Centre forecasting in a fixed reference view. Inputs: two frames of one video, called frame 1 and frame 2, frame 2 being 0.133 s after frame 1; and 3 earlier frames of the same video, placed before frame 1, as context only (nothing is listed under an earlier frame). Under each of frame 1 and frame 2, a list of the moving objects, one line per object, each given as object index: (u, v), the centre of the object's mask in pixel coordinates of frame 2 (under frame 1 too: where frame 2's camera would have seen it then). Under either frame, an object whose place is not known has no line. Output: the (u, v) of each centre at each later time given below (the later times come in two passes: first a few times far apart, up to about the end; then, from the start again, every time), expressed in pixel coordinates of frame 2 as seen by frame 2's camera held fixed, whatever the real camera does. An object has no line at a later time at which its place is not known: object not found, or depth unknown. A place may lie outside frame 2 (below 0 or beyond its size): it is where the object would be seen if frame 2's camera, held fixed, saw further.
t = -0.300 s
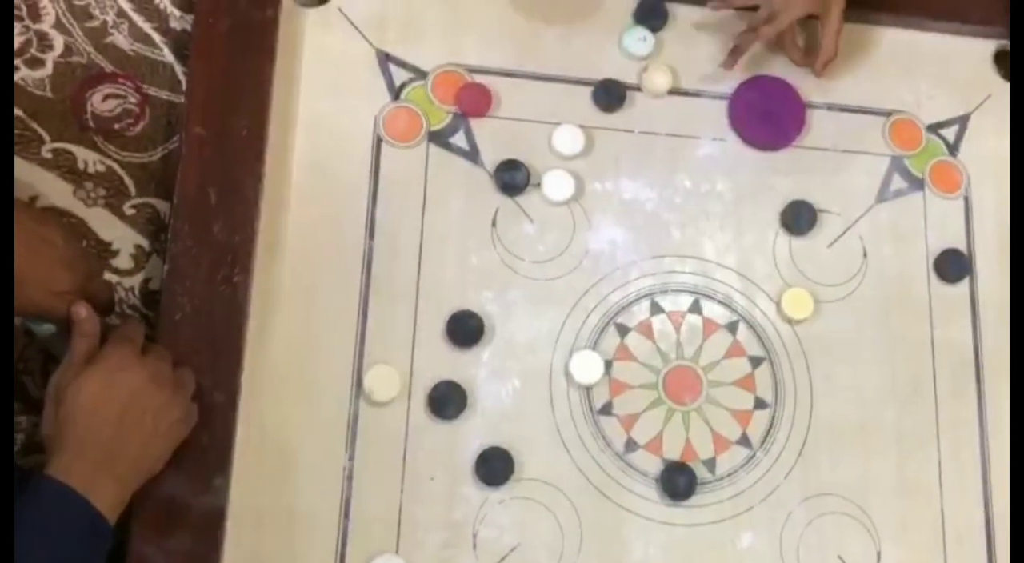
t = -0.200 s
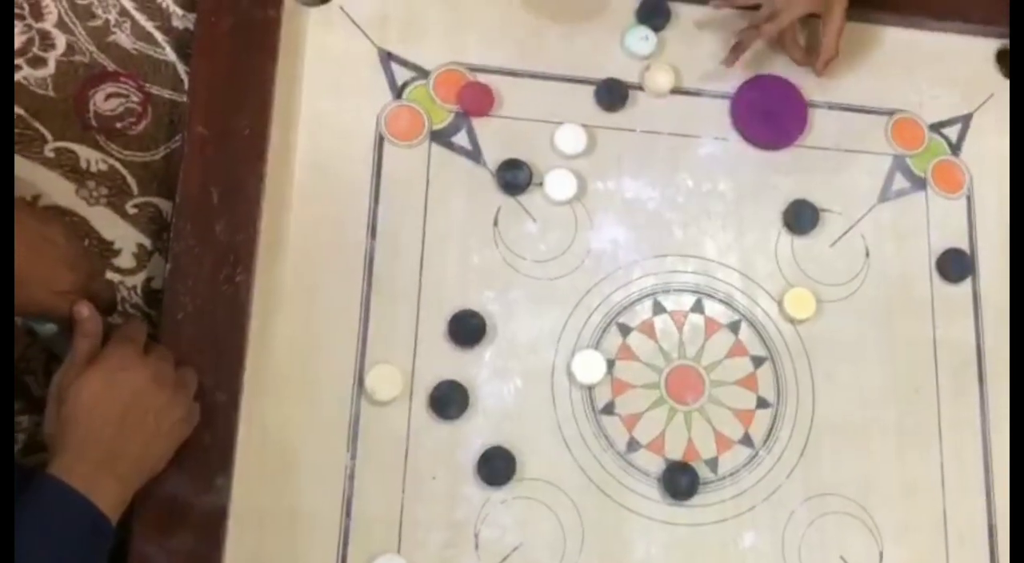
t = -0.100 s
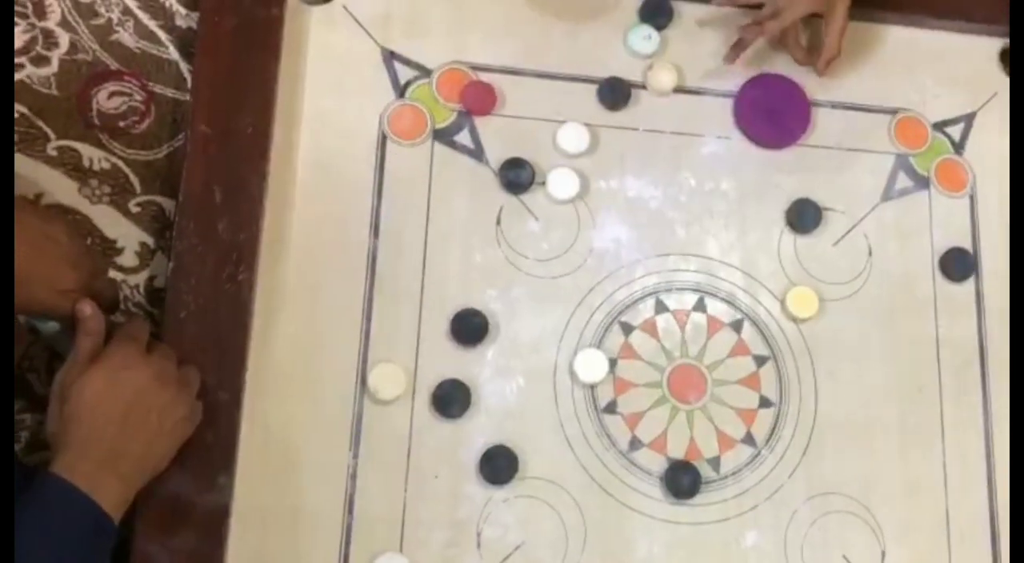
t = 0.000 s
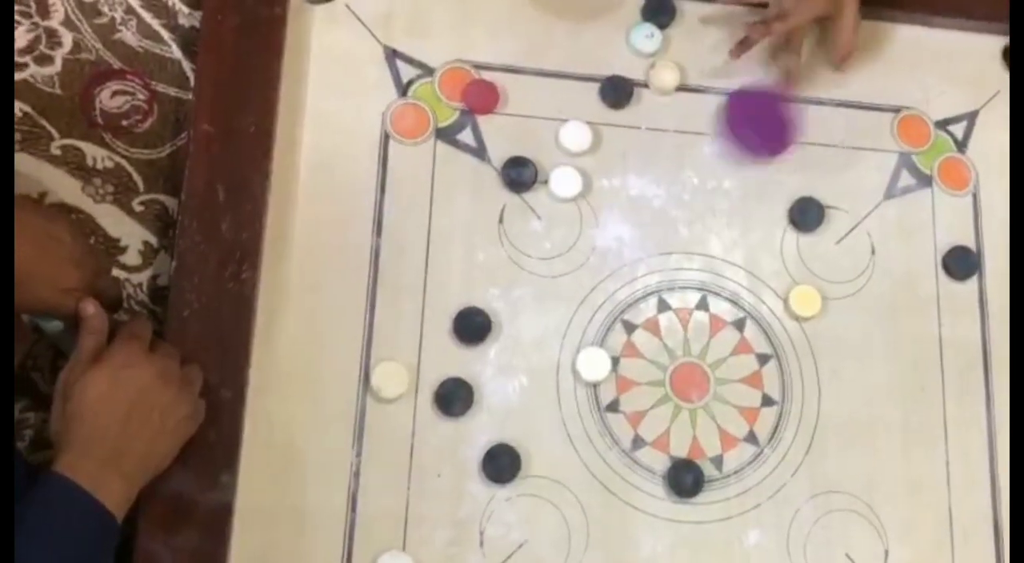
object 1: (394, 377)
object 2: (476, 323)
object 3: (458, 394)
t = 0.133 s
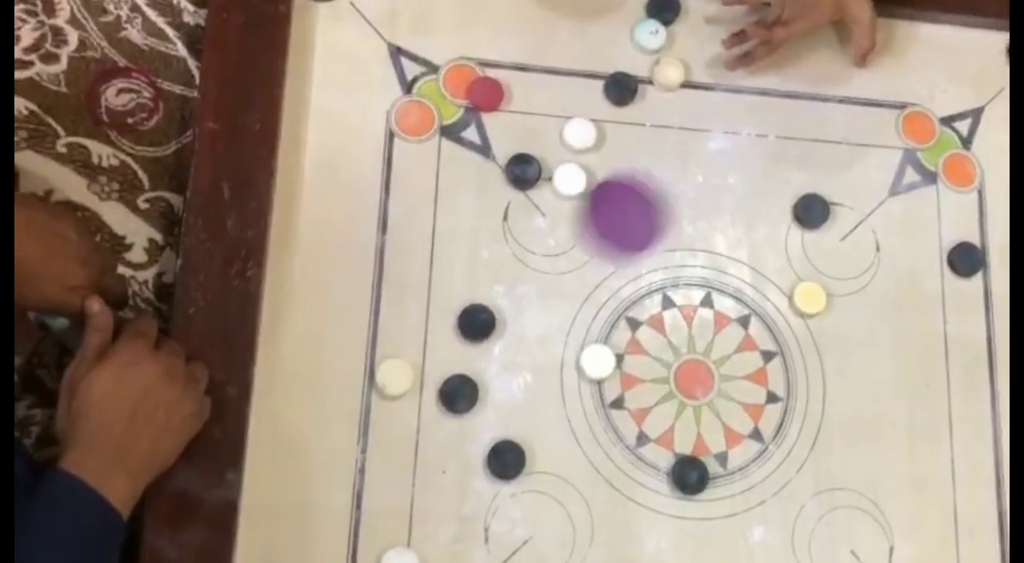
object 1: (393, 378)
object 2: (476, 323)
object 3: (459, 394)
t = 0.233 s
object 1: (393, 377)
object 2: (472, 327)
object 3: (459, 394)
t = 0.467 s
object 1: (350, 515)
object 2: (368, 436)
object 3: (473, 413)
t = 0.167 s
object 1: (393, 377)
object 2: (476, 323)
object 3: (459, 394)
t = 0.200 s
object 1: (393, 377)
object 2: (476, 323)
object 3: (458, 394)
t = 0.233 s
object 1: (393, 377)
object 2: (472, 327)
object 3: (459, 394)
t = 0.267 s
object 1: (388, 381)
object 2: (429, 368)
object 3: (460, 395)
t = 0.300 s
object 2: (414, 381)
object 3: (466, 403)
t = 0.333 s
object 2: (402, 393)
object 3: (471, 408)
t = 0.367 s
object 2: (393, 404)
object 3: (473, 412)
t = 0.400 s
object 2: (383, 414)
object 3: (473, 413)
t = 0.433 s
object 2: (376, 423)
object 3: (473, 413)
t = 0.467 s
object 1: (350, 515)
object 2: (368, 436)
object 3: (473, 413)
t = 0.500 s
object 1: (367, 528)
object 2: (361, 447)
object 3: (473, 413)
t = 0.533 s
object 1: (373, 536)
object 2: (355, 457)
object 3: (473, 413)
